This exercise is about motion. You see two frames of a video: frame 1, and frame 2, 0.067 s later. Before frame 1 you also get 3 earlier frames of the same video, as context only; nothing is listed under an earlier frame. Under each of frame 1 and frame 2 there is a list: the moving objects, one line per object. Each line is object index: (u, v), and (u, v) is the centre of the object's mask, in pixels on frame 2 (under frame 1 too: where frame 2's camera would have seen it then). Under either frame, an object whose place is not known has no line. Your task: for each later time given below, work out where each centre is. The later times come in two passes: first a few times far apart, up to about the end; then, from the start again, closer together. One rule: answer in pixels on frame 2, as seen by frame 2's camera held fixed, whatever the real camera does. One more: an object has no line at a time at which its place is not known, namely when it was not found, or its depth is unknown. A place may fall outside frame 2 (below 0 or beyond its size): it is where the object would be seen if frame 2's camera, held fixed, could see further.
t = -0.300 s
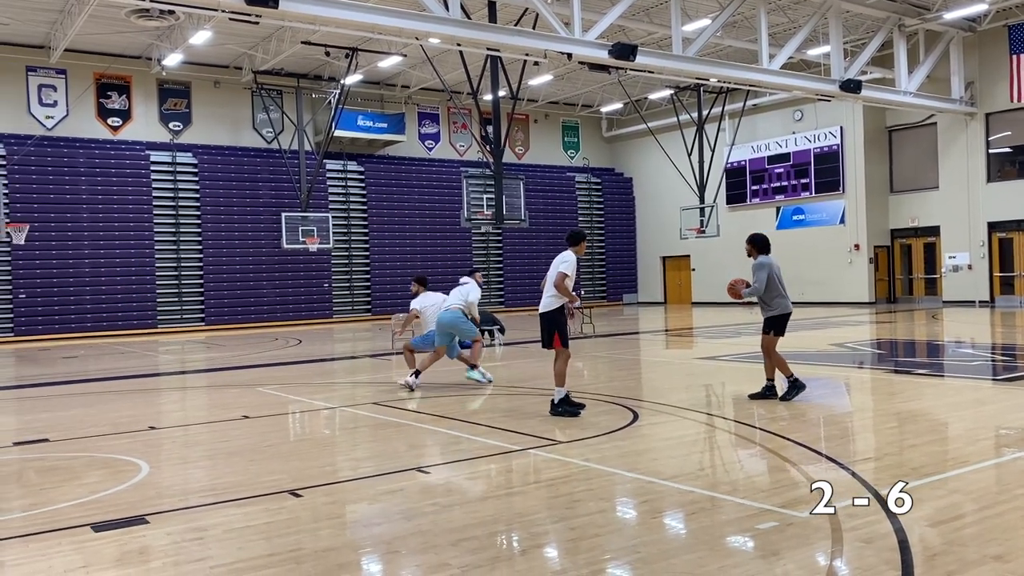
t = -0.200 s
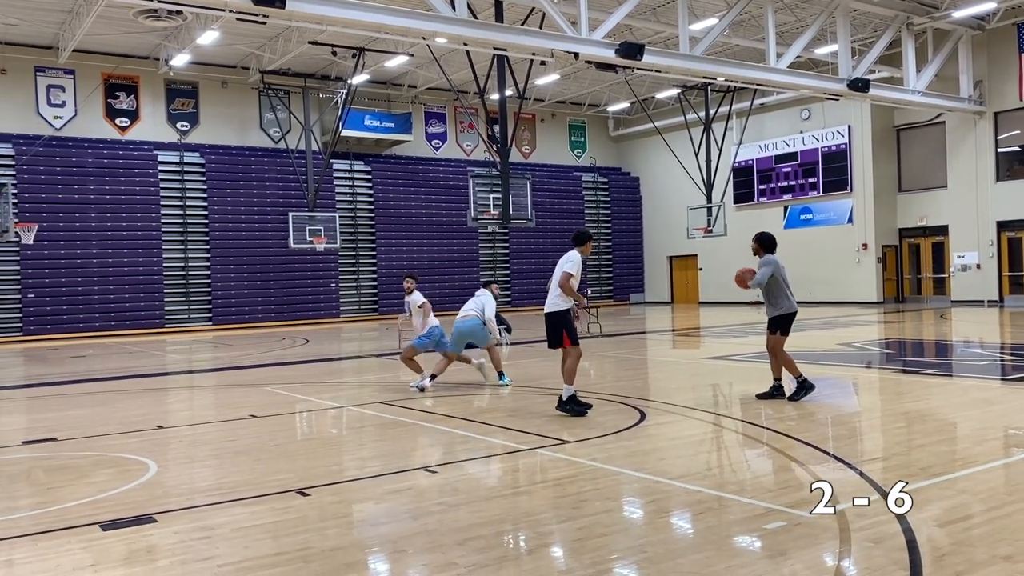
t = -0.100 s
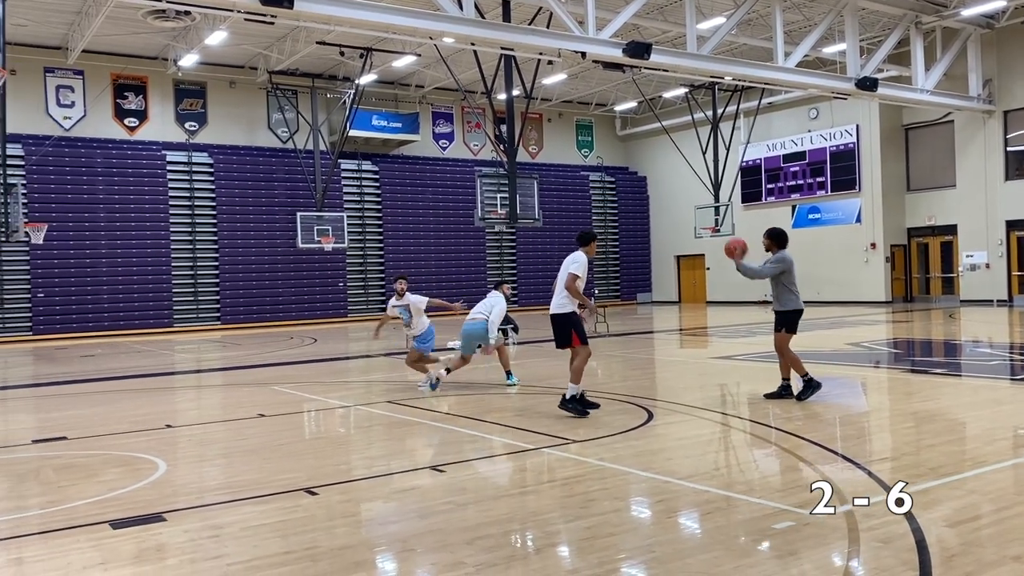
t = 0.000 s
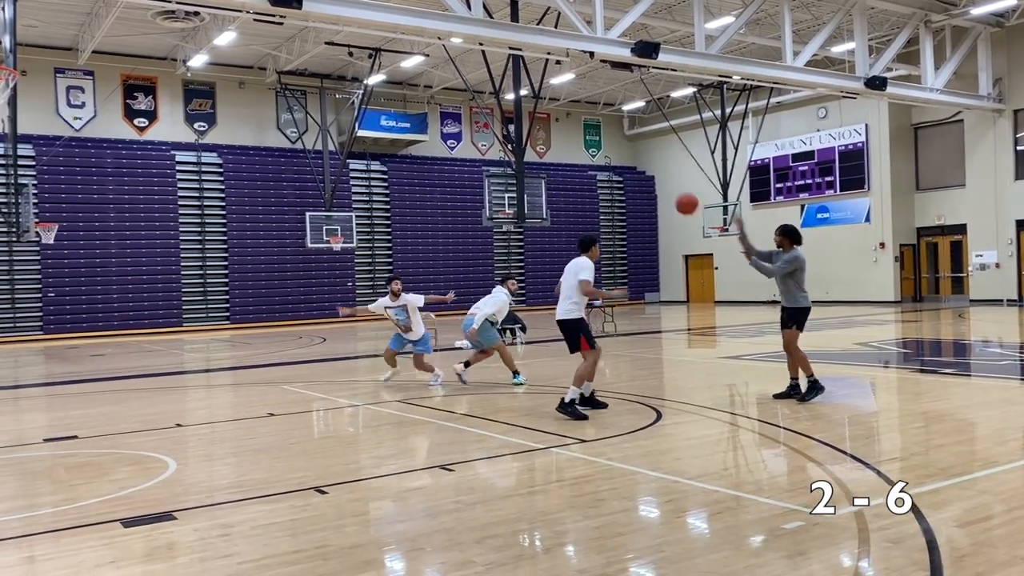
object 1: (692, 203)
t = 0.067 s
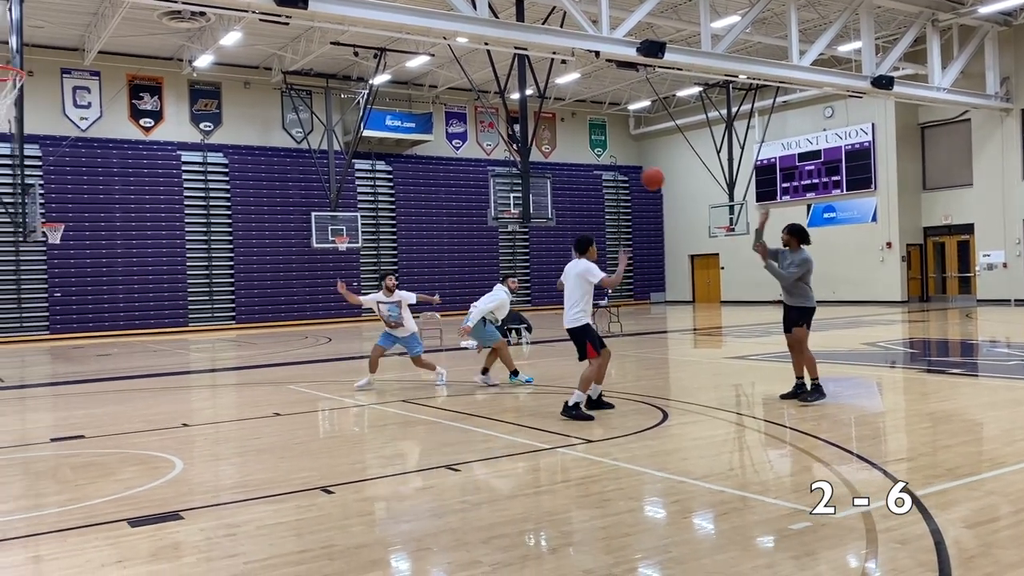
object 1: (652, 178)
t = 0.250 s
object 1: (543, 129)
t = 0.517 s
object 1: (390, 112)
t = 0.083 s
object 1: (642, 173)
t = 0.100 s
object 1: (633, 167)
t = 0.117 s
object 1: (623, 163)
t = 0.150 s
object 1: (603, 152)
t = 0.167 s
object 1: (594, 148)
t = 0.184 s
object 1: (583, 144)
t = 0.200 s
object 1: (573, 140)
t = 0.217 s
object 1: (563, 136)
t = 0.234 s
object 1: (552, 132)
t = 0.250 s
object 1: (543, 129)
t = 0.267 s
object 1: (534, 126)
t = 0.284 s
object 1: (524, 123)
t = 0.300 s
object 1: (515, 121)
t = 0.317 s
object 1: (505, 118)
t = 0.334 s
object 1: (496, 116)
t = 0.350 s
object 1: (487, 115)
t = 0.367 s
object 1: (477, 113)
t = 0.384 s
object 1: (467, 111)
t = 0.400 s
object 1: (458, 111)
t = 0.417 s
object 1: (447, 110)
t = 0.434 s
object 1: (438, 110)
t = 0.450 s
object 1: (428, 110)
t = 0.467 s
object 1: (419, 109)
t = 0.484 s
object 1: (409, 110)
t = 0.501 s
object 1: (400, 111)
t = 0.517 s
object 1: (390, 112)
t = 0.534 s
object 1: (380, 113)
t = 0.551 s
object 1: (370, 114)
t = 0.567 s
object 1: (359, 116)
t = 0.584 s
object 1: (351, 117)
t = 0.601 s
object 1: (342, 120)
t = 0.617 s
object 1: (332, 122)
